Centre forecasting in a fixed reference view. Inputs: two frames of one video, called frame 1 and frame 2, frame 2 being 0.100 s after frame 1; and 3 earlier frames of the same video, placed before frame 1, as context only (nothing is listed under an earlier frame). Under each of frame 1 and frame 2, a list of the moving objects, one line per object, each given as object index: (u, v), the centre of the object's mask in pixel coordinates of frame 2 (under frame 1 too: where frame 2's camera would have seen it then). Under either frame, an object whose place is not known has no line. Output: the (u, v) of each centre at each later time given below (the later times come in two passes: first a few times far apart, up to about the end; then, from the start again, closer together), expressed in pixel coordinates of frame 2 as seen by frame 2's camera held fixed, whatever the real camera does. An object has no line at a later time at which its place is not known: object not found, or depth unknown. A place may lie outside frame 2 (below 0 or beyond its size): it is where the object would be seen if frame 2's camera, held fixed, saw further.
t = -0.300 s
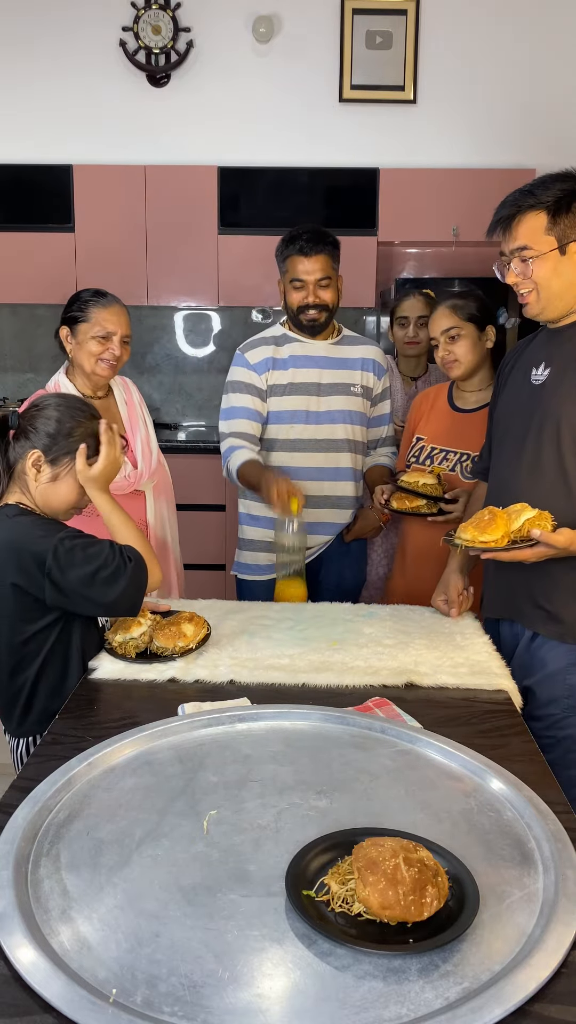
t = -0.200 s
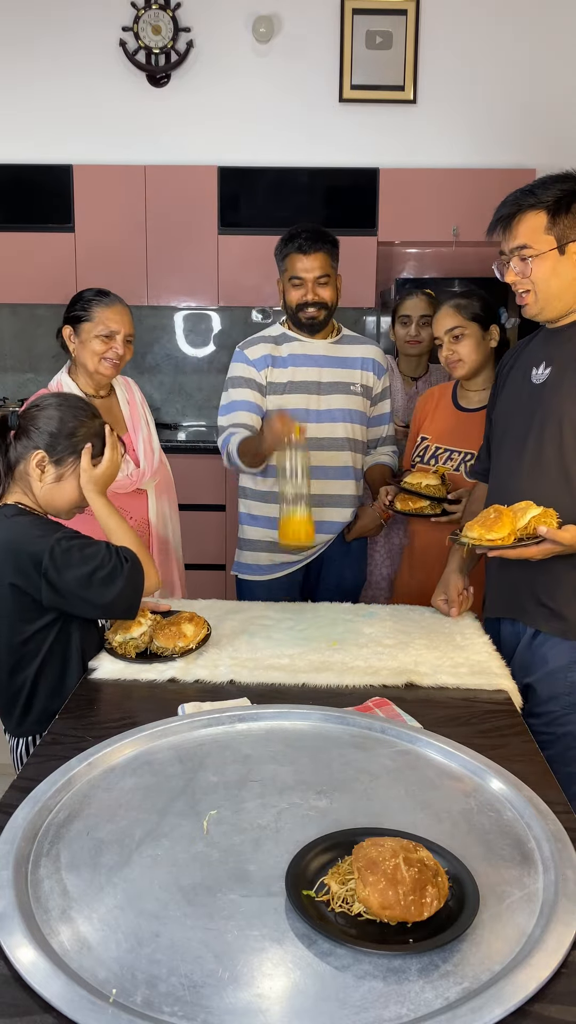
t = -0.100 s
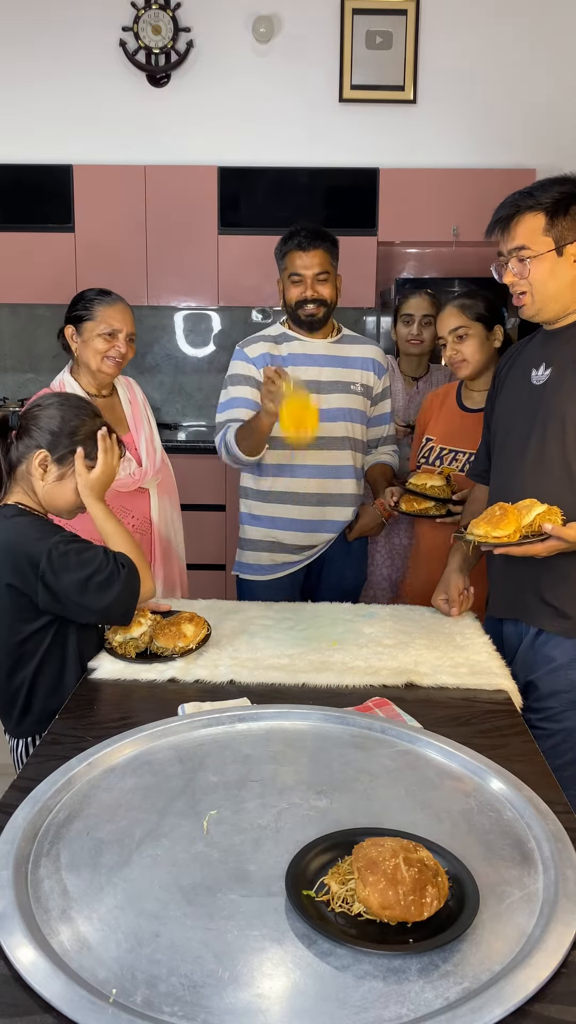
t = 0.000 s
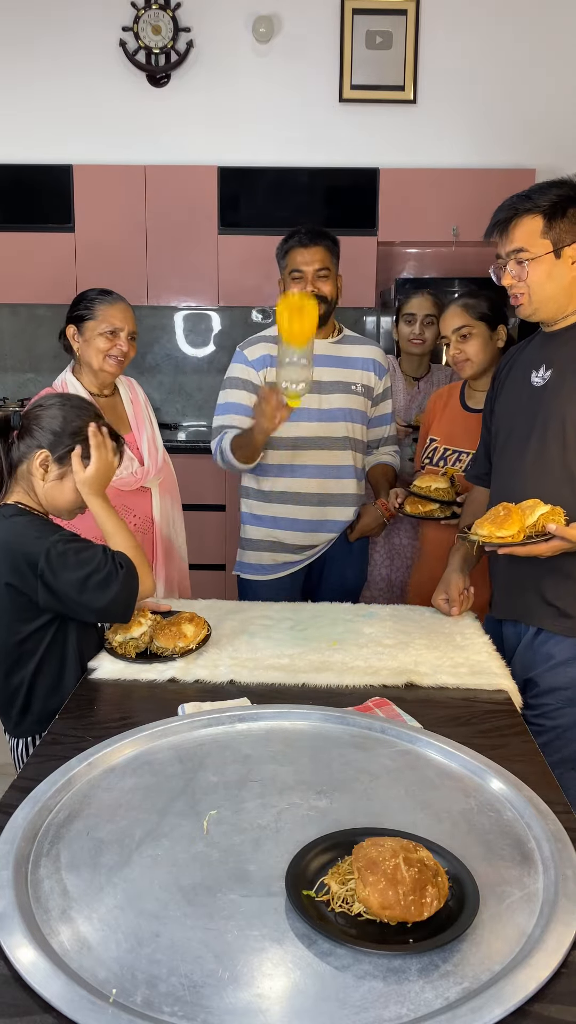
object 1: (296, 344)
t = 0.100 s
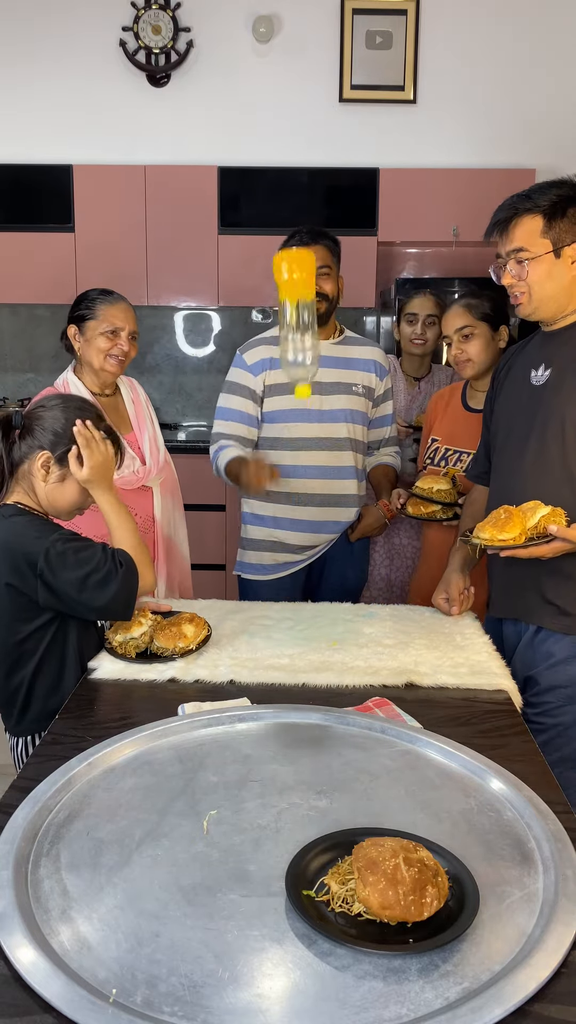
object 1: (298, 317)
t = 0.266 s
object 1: (294, 316)
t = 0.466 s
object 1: (290, 539)
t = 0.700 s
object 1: (291, 589)
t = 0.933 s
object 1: (290, 590)
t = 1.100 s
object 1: (289, 590)
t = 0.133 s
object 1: (298, 310)
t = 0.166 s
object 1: (298, 303)
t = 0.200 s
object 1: (297, 300)
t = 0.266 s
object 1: (294, 316)
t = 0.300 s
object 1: (294, 335)
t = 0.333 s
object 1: (293, 359)
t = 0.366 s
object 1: (293, 392)
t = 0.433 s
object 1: (290, 487)
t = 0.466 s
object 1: (290, 539)
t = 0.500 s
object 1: (288, 590)
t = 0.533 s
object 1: (289, 590)
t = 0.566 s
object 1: (290, 590)
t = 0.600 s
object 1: (291, 590)
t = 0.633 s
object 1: (291, 589)
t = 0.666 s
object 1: (291, 589)
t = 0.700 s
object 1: (291, 589)
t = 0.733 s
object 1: (290, 589)
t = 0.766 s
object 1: (290, 589)
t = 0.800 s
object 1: (290, 589)
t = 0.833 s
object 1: (289, 590)
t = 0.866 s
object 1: (288, 590)
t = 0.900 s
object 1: (289, 590)
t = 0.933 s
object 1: (290, 590)
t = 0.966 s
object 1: (290, 589)
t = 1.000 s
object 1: (290, 589)
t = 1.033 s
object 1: (290, 590)
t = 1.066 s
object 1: (289, 590)
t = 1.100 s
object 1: (289, 590)
